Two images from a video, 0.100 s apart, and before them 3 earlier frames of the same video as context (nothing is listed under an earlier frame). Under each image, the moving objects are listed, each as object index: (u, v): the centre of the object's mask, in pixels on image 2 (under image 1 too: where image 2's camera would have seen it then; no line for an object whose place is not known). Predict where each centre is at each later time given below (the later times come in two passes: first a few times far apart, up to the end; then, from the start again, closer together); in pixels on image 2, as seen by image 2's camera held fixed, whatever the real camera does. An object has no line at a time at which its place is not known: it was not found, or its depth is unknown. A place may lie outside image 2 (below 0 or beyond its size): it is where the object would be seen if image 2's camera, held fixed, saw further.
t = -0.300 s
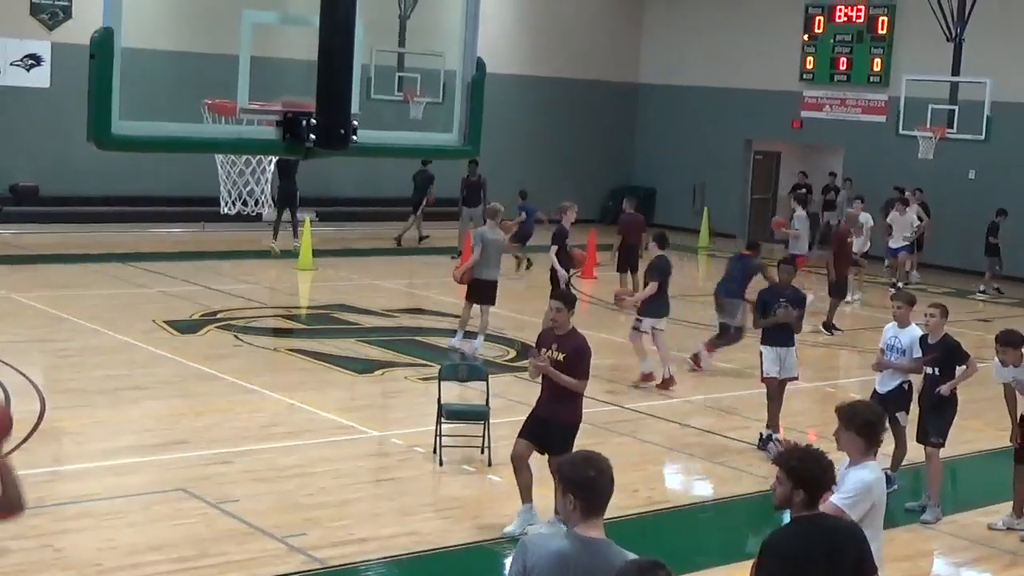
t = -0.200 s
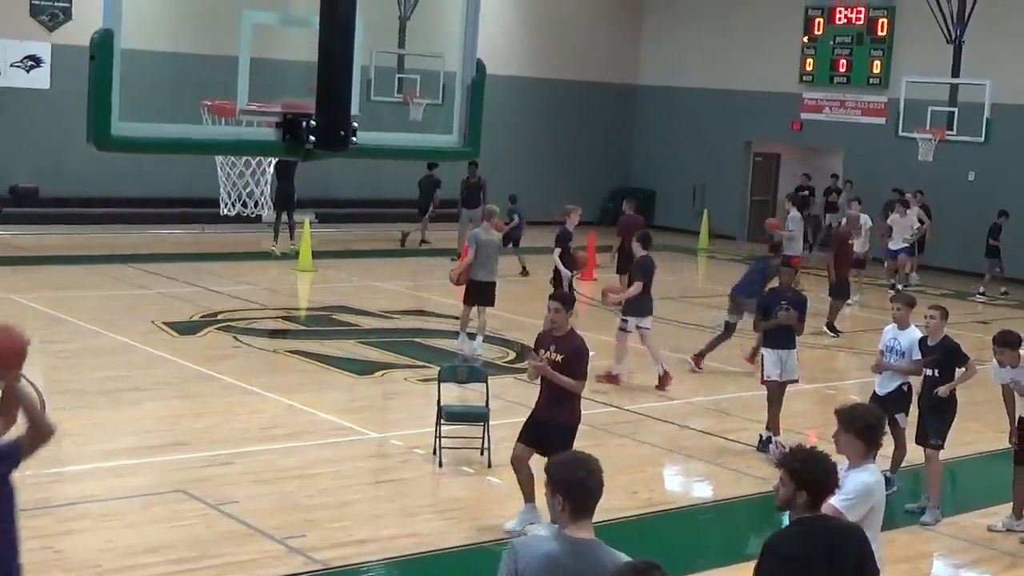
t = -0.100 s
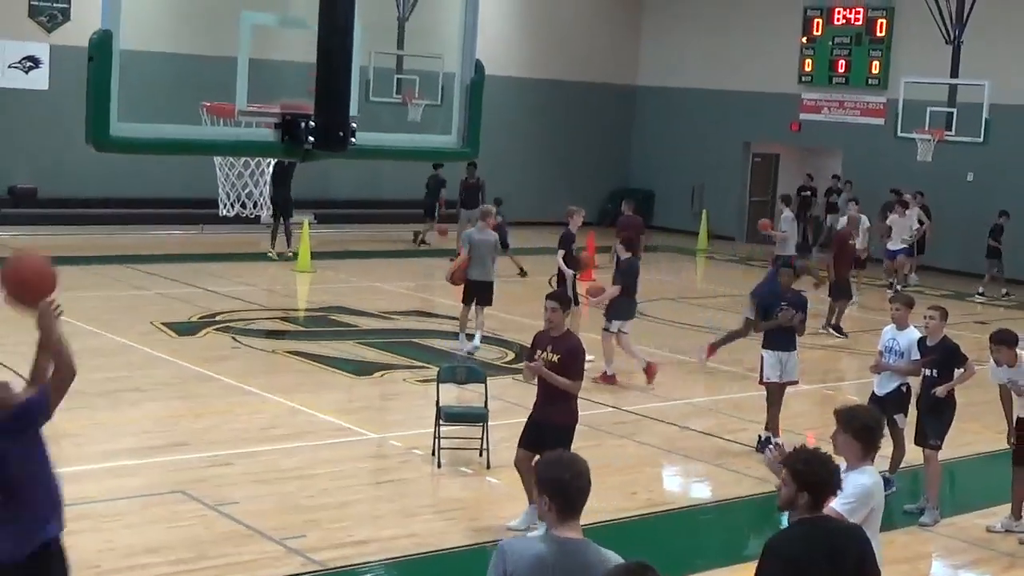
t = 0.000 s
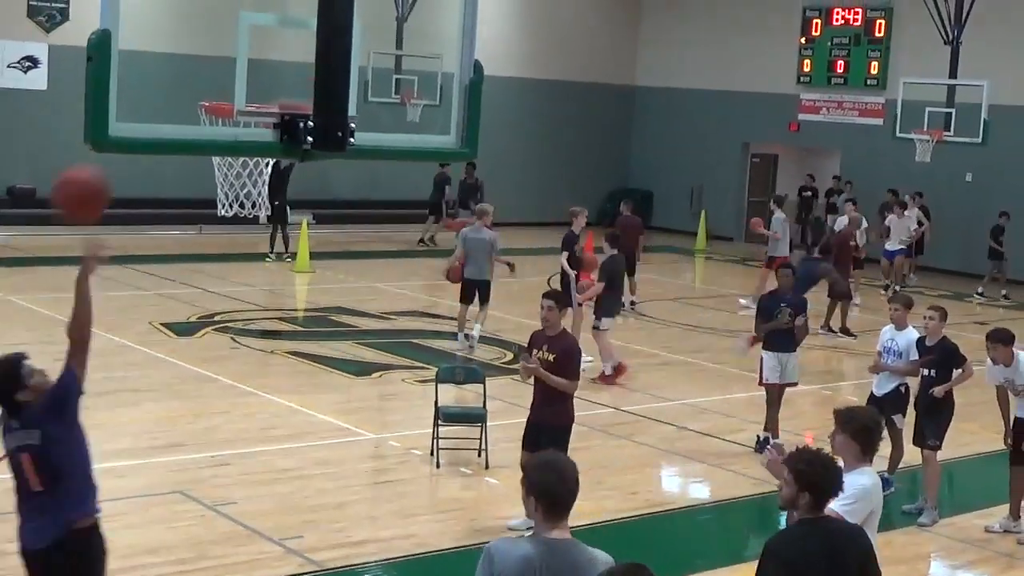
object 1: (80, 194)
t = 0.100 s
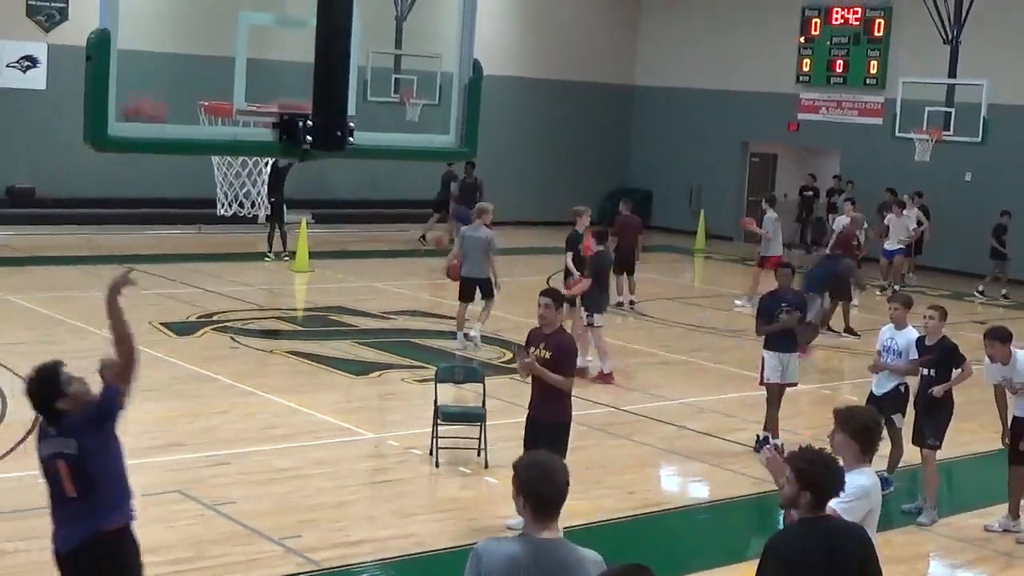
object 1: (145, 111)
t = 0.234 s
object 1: (202, 81)
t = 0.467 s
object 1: (203, 77)
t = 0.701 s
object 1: (171, 170)
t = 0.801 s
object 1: (158, 234)
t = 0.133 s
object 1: (166, 102)
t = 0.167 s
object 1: (186, 92)
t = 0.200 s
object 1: (196, 84)
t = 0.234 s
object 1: (202, 81)
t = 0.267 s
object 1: (206, 80)
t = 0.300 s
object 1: (210, 81)
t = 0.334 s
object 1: (211, 80)
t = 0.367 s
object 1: (210, 76)
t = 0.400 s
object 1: (208, 75)
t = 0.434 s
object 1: (206, 75)
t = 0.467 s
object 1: (203, 77)
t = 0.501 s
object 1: (197, 81)
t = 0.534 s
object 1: (193, 88)
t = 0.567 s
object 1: (188, 98)
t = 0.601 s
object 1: (184, 106)
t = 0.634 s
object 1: (181, 113)
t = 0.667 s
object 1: (175, 160)
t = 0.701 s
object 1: (171, 170)
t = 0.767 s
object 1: (162, 208)
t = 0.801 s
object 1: (158, 234)
